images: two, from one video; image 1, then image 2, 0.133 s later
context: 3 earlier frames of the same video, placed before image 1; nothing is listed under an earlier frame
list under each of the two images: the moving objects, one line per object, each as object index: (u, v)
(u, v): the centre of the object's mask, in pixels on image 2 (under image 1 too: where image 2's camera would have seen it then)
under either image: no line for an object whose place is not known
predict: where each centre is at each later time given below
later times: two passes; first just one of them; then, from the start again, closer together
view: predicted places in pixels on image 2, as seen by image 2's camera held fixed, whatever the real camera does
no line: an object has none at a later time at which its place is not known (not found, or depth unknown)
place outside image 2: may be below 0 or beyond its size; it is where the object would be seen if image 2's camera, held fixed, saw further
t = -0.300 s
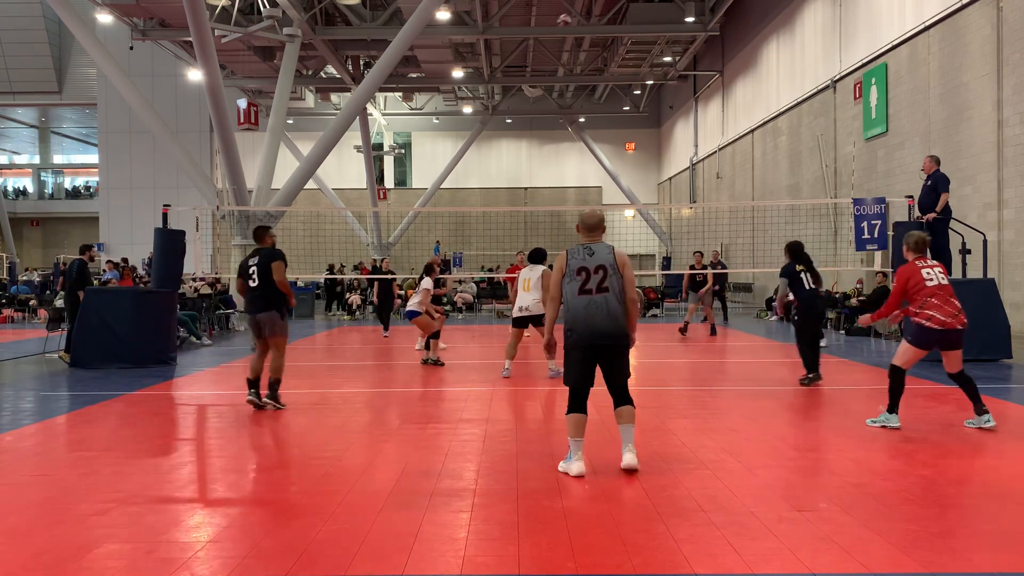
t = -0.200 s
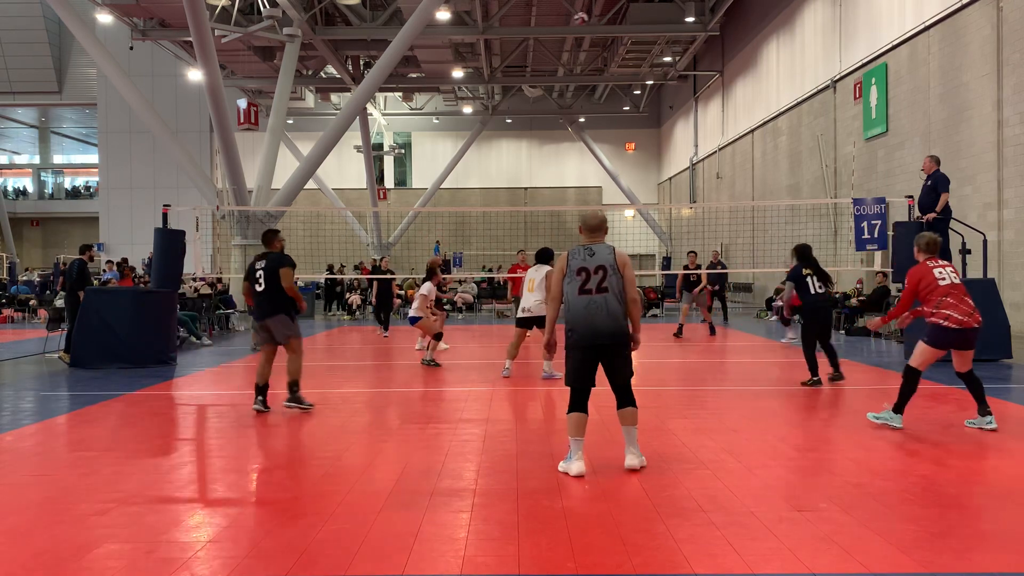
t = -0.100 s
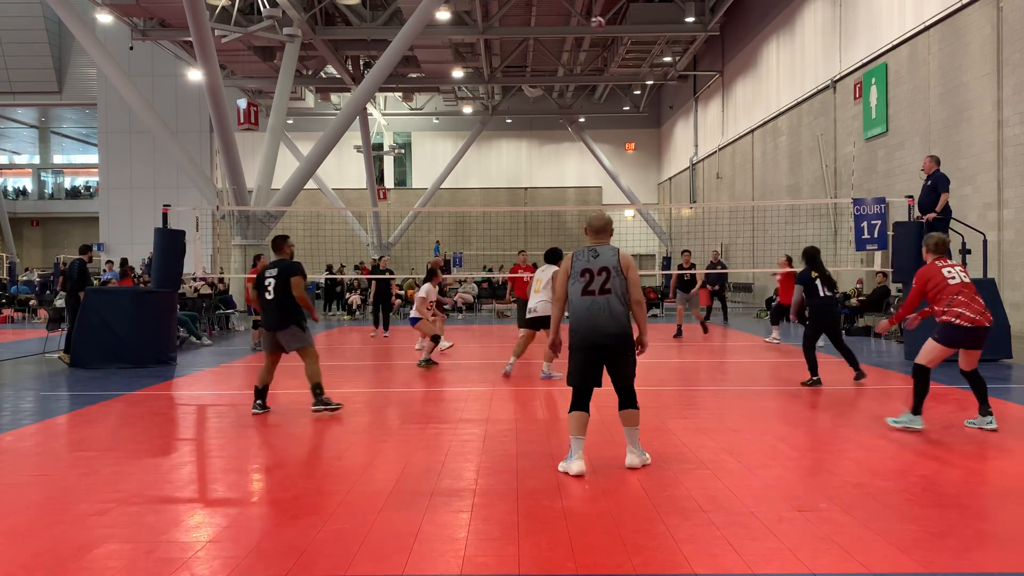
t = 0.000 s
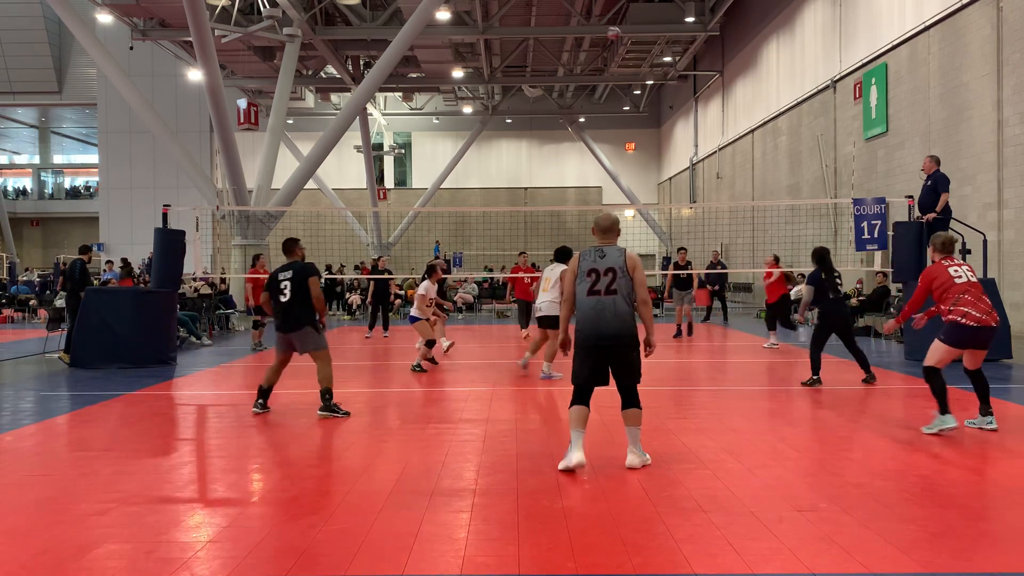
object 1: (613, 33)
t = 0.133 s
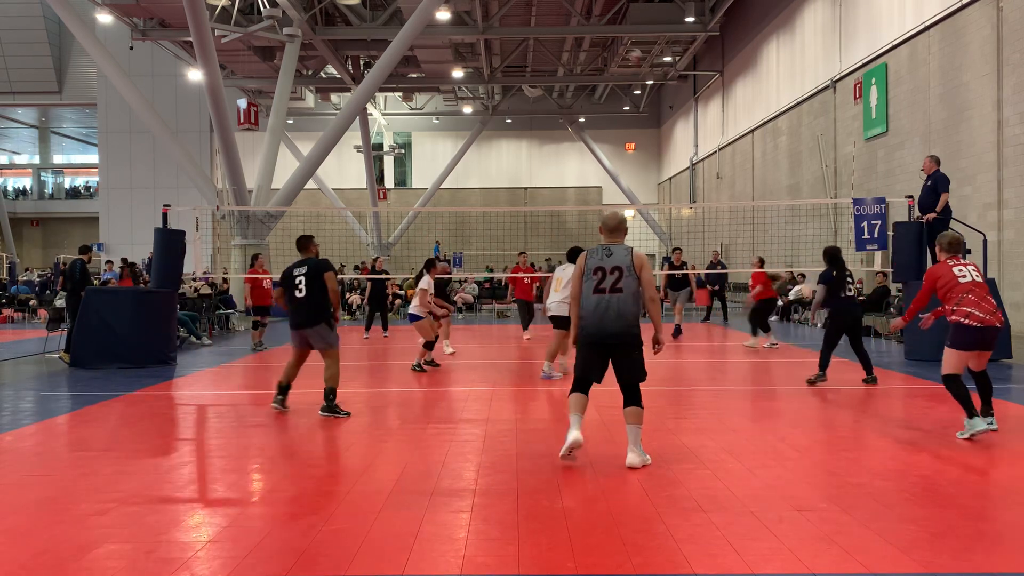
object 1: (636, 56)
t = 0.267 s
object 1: (656, 89)
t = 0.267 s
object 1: (656, 89)
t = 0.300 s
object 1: (661, 99)
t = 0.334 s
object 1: (667, 109)
